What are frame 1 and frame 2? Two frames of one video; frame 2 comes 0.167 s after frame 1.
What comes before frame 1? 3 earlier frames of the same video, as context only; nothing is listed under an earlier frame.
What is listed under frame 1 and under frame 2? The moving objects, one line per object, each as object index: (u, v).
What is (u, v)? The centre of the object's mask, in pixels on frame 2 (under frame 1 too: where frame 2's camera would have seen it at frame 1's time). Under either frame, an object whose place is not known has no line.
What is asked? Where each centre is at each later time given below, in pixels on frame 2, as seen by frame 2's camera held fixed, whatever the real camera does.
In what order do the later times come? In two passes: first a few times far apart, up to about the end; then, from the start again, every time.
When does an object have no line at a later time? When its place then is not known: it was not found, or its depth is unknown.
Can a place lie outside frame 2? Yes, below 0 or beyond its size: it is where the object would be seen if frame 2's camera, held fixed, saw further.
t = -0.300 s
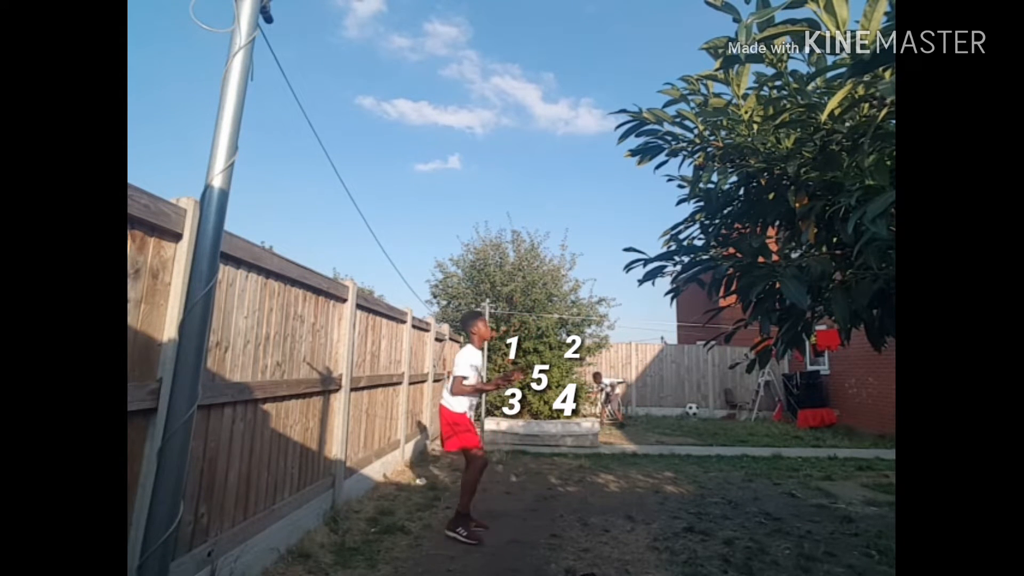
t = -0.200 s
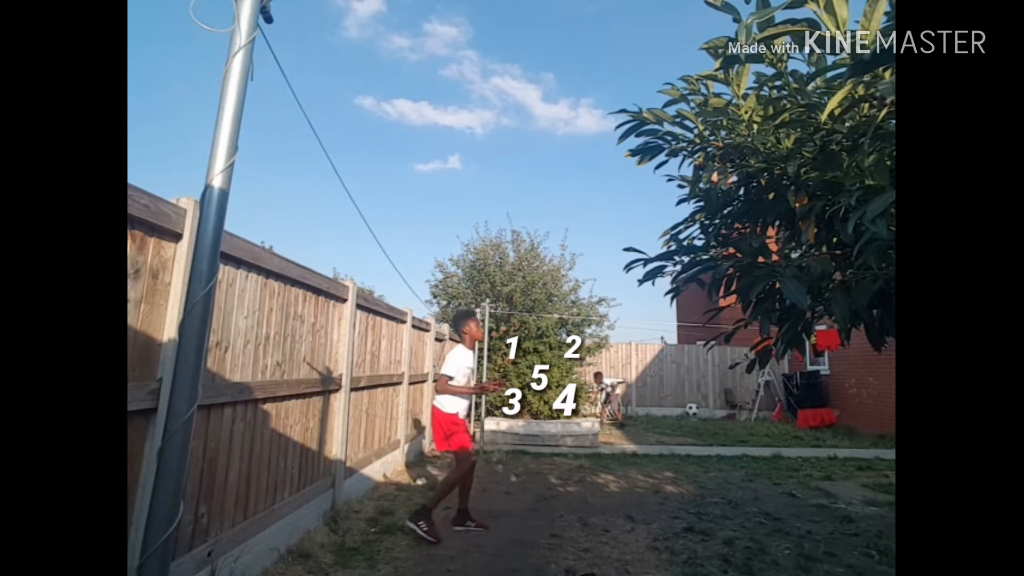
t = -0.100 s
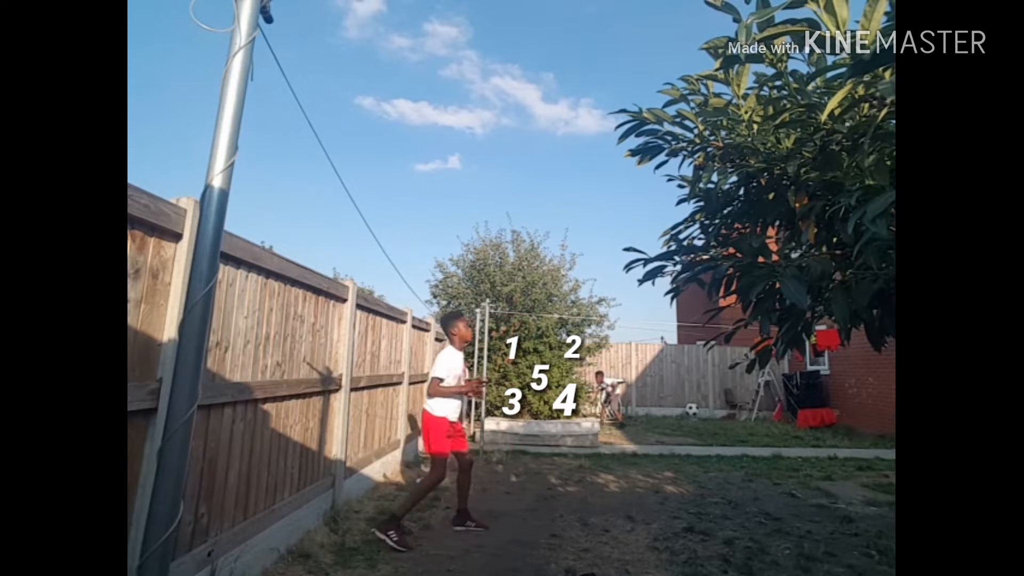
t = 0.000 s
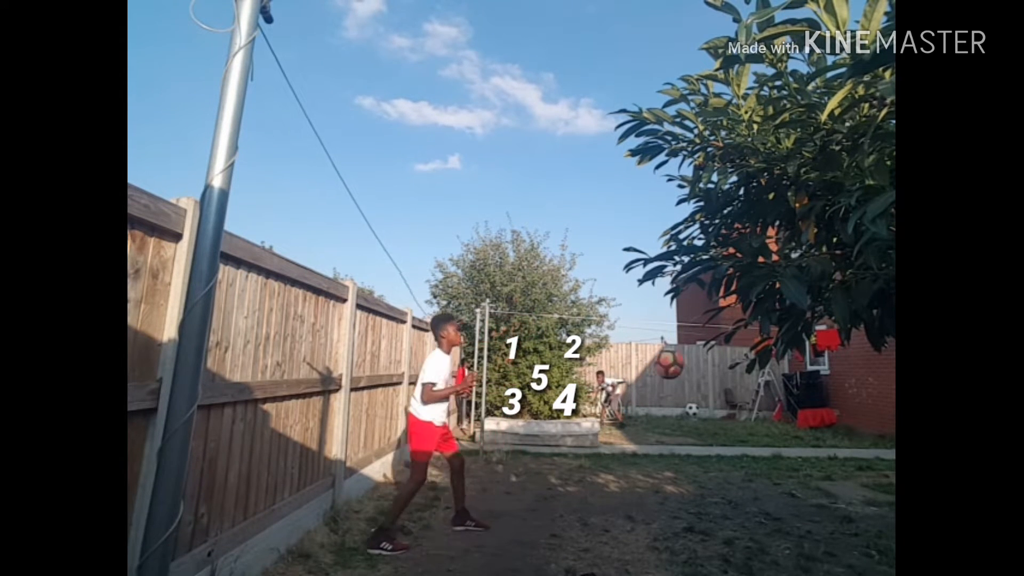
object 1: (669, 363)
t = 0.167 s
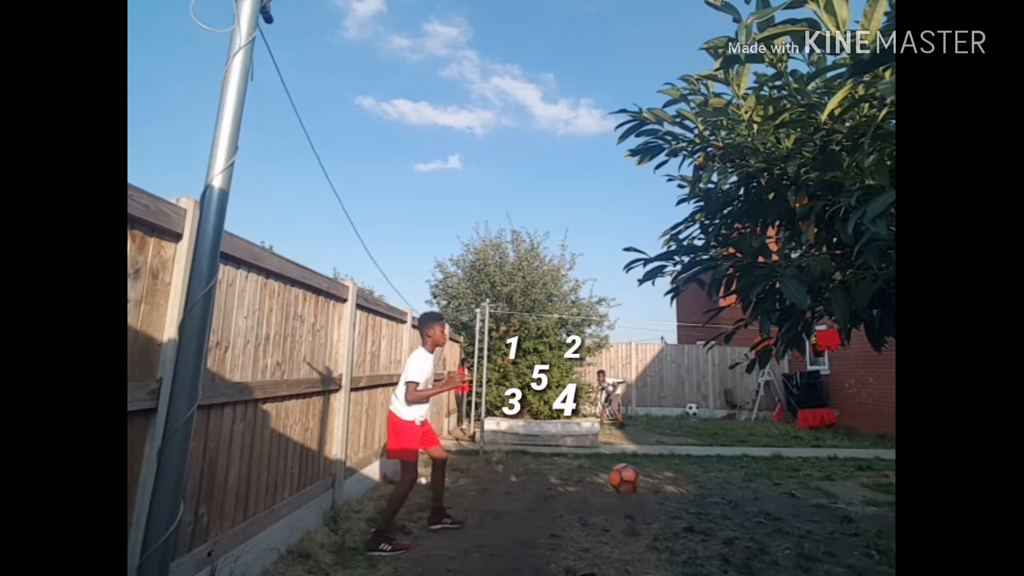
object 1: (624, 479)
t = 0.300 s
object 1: (600, 362)
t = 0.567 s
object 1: (554, 207)
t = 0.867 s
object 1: (503, 142)
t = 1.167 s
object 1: (450, 183)
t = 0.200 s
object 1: (618, 447)
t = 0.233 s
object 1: (613, 417)
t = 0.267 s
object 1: (606, 388)
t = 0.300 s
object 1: (600, 362)
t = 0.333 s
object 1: (594, 337)
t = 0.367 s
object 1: (589, 313)
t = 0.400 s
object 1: (583, 292)
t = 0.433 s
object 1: (577, 272)
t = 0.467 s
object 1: (571, 253)
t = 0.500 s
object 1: (565, 236)
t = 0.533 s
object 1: (559, 221)
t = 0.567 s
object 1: (554, 207)
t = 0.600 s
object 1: (548, 194)
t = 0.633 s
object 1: (543, 183)
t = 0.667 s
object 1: (537, 173)
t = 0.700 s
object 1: (532, 165)
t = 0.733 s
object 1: (526, 157)
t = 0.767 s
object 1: (520, 152)
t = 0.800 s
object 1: (515, 147)
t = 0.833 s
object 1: (509, 144)
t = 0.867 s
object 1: (503, 142)
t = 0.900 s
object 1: (498, 142)
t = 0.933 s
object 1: (492, 143)
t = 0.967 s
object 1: (486, 144)
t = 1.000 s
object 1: (480, 148)
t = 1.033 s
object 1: (474, 152)
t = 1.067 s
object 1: (469, 158)
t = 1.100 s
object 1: (462, 165)
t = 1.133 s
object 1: (456, 173)
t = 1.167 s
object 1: (450, 183)
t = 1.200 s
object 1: (443, 195)
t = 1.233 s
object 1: (436, 208)
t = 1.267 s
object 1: (429, 223)
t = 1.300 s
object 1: (423, 239)
